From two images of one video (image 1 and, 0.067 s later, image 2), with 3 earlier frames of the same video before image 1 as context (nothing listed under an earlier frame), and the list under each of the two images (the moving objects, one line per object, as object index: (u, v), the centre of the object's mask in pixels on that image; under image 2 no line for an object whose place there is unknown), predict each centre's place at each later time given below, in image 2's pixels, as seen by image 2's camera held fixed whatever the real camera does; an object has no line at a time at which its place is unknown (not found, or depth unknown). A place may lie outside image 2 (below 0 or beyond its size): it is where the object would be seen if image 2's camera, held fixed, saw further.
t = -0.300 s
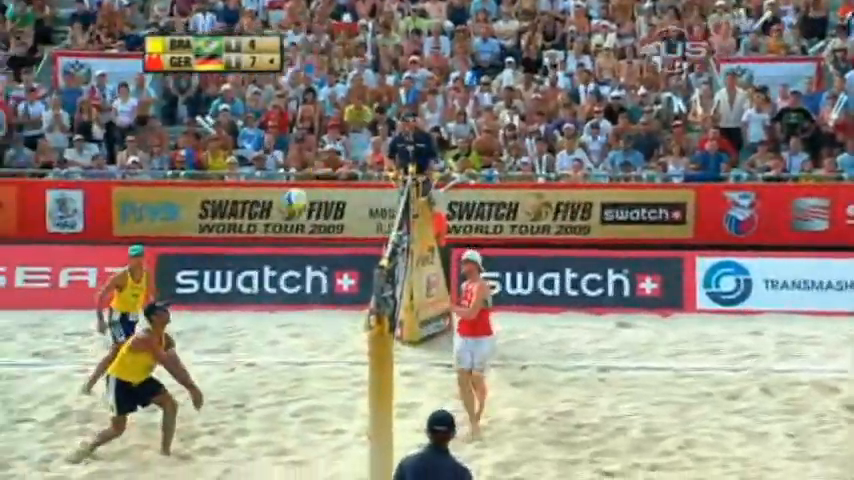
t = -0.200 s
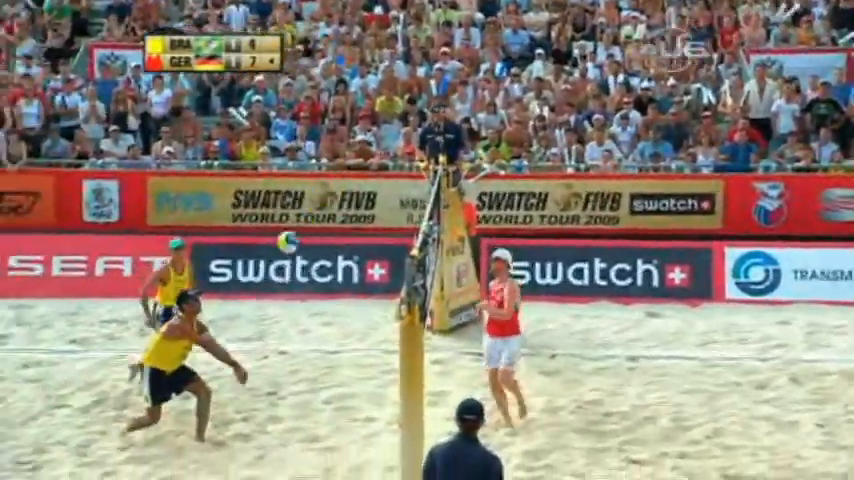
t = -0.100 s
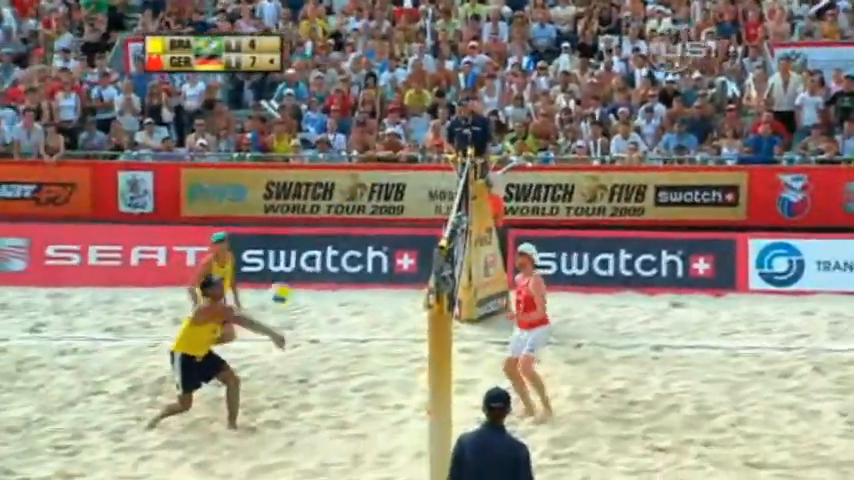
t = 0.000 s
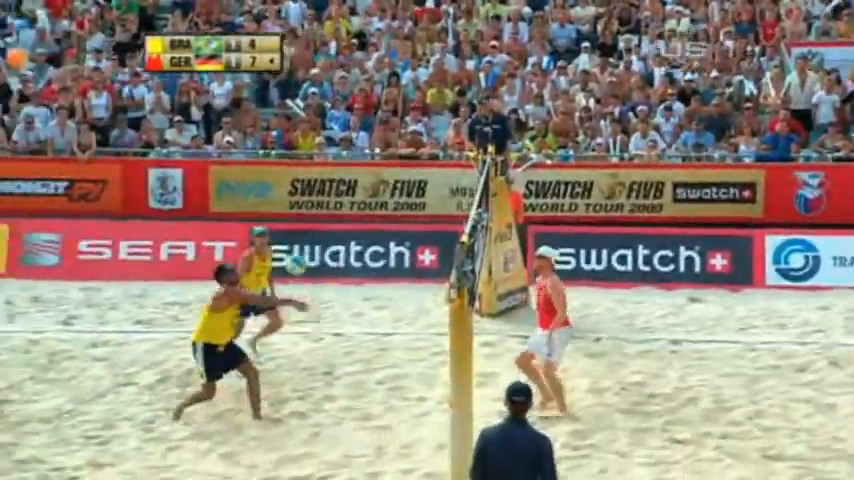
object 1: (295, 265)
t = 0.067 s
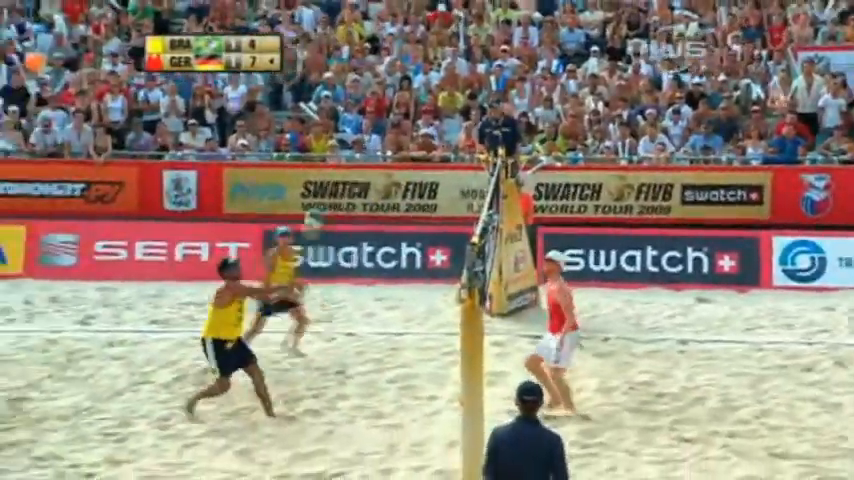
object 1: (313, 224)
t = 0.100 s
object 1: (313, 206)
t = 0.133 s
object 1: (316, 187)
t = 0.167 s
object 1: (319, 169)
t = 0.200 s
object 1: (318, 159)
